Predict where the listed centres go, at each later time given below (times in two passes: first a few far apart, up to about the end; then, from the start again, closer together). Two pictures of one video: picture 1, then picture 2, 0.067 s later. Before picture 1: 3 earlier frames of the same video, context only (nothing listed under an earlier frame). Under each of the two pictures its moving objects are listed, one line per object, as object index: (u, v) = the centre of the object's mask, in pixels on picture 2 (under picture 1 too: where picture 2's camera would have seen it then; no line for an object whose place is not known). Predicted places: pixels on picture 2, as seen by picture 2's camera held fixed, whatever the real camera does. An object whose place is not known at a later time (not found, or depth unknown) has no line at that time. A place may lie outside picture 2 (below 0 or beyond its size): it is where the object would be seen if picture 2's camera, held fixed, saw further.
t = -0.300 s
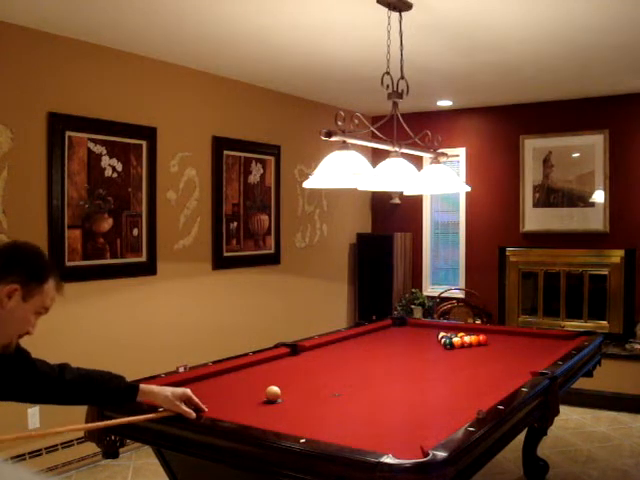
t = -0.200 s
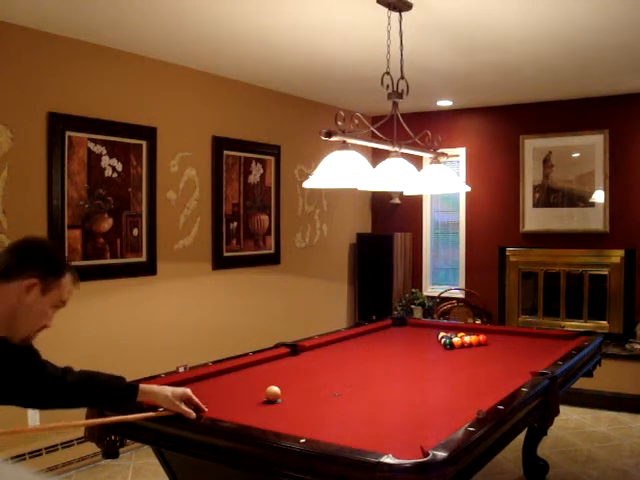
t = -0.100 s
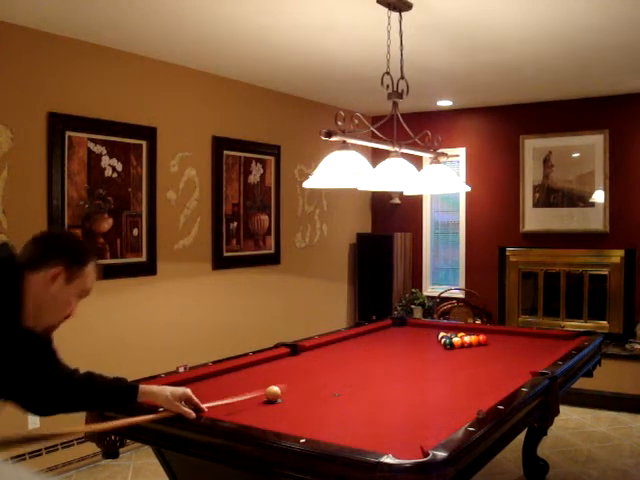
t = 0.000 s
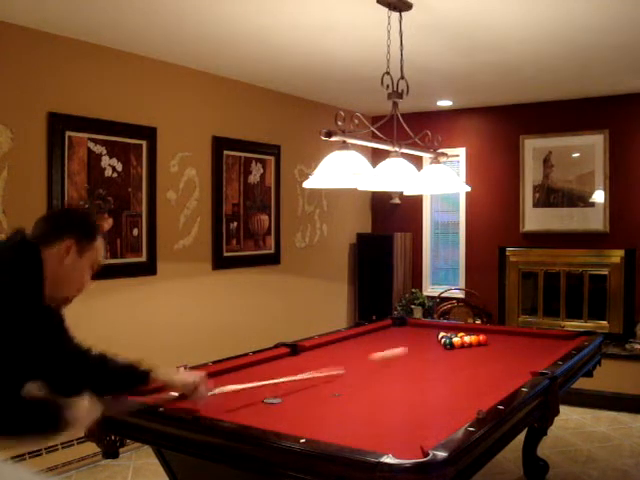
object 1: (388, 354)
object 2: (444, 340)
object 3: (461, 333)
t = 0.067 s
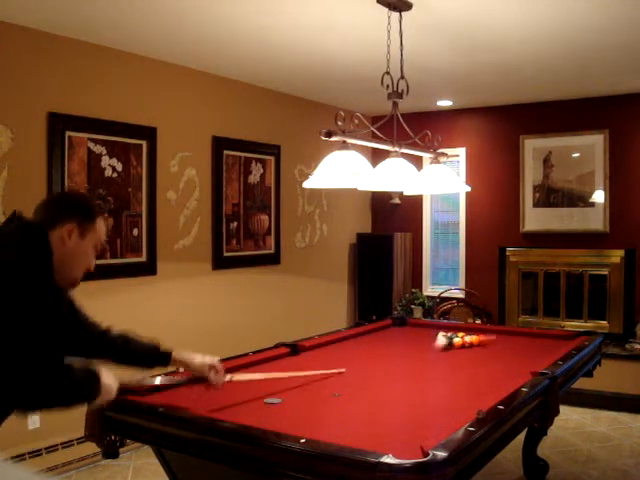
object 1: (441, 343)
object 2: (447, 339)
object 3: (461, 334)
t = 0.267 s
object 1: (427, 331)
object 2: (467, 338)
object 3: (447, 330)
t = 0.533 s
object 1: (414, 345)
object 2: (488, 342)
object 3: (433, 325)
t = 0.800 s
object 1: (422, 341)
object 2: (504, 343)
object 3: (414, 324)
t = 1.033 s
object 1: (436, 335)
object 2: (518, 343)
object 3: (397, 325)
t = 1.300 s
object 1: (450, 330)
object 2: (533, 344)
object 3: (389, 326)
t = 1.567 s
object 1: (455, 328)
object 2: (544, 345)
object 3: (392, 328)
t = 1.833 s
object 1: (451, 331)
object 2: (542, 347)
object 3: (395, 329)
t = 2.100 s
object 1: (447, 334)
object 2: (539, 349)
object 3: (397, 330)
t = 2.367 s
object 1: (442, 338)
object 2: (538, 350)
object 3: (400, 331)
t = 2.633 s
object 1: (438, 341)
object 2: (535, 351)
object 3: (401, 333)
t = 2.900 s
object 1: (434, 345)
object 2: (532, 352)
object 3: (401, 334)
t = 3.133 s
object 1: (430, 349)
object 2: (531, 354)
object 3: (402, 335)
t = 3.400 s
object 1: (426, 352)
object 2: (531, 354)
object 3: (402, 336)
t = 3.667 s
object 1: (420, 353)
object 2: (530, 355)
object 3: (401, 337)
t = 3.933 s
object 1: (415, 359)
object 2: (530, 355)
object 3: (401, 338)
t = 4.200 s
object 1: (411, 362)
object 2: (530, 355)
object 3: (399, 338)
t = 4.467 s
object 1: (406, 365)
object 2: (529, 356)
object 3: (398, 338)
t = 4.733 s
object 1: (403, 367)
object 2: (529, 355)
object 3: (398, 338)
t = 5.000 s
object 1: (399, 369)
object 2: (529, 355)
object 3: (398, 338)
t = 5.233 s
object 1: (395, 372)
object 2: (529, 355)
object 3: (398, 338)
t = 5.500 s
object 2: (529, 356)
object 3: (398, 339)
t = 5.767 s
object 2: (529, 355)
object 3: (398, 339)
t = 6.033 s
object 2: (529, 356)
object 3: (398, 339)
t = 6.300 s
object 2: (529, 356)
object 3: (398, 339)
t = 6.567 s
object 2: (529, 355)
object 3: (398, 339)
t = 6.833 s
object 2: (529, 355)
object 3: (398, 338)
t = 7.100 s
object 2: (530, 355)
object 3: (398, 338)
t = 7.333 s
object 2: (529, 355)
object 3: (398, 338)
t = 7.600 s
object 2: (530, 355)
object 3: (398, 338)
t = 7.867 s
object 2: (529, 355)
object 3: (398, 338)
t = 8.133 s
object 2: (530, 356)
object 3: (398, 338)
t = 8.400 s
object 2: (530, 356)
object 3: (398, 338)
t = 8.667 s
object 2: (530, 355)
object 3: (398, 338)
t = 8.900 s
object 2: (530, 355)
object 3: (398, 338)
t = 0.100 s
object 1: (439, 337)
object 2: (454, 336)
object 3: (464, 338)
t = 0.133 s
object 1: (437, 330)
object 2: (459, 338)
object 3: (454, 332)
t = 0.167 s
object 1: (434, 327)
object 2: (461, 338)
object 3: (453, 333)
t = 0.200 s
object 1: (431, 327)
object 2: (463, 338)
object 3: (451, 332)
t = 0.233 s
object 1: (429, 328)
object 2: (466, 340)
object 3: (450, 332)
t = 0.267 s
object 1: (427, 331)
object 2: (467, 338)
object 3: (447, 330)
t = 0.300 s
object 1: (424, 337)
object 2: (471, 340)
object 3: (445, 330)
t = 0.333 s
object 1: (421, 345)
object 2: (474, 340)
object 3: (443, 329)
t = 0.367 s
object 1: (419, 344)
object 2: (477, 341)
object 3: (441, 328)
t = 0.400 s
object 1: (418, 343)
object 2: (480, 342)
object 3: (440, 328)
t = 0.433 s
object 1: (416, 344)
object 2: (482, 341)
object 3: (438, 327)
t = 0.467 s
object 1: (415, 346)
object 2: (484, 342)
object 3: (436, 326)
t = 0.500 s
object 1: (415, 345)
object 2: (486, 342)
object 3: (434, 326)
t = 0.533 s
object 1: (414, 345)
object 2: (488, 342)
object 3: (433, 325)
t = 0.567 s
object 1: (414, 345)
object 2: (490, 342)
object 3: (431, 324)
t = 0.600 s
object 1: (415, 345)
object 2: (492, 342)
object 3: (428, 324)
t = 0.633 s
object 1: (415, 345)
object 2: (495, 342)
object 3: (426, 324)
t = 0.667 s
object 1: (416, 344)
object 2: (497, 342)
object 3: (424, 324)
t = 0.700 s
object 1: (417, 343)
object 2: (498, 343)
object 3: (421, 324)
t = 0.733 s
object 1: (418, 343)
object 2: (500, 343)
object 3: (419, 324)
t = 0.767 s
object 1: (420, 342)
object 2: (502, 343)
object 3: (416, 324)
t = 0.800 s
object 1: (422, 341)
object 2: (504, 343)
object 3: (414, 324)
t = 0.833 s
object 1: (424, 340)
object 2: (506, 343)
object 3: (412, 324)
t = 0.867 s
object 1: (426, 340)
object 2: (509, 343)
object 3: (409, 324)
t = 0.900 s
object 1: (428, 339)
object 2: (510, 343)
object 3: (407, 325)
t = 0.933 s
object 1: (430, 338)
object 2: (512, 343)
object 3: (405, 325)
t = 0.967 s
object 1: (432, 337)
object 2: (514, 343)
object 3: (401, 324)
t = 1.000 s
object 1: (434, 336)
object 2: (515, 342)
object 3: (399, 324)
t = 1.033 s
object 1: (436, 335)
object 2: (518, 343)
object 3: (397, 325)
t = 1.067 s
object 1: (437, 334)
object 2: (520, 343)
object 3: (395, 325)
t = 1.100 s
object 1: (439, 334)
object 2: (521, 344)
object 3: (393, 325)
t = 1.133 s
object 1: (441, 333)
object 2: (523, 344)
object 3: (390, 325)
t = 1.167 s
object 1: (443, 332)
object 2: (525, 344)
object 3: (388, 325)
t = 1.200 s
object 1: (445, 331)
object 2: (527, 344)
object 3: (388, 325)
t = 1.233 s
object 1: (446, 331)
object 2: (529, 344)
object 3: (388, 326)
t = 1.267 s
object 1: (448, 330)
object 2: (531, 344)
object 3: (389, 326)
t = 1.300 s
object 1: (450, 330)
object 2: (533, 344)
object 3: (389, 326)
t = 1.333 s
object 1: (451, 329)
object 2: (534, 344)
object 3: (389, 326)
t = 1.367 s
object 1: (453, 328)
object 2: (535, 345)
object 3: (390, 327)
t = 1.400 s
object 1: (454, 327)
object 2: (537, 345)
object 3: (390, 327)
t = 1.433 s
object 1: (456, 327)
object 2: (539, 345)
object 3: (391, 327)
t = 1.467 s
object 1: (457, 327)
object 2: (540, 345)
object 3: (391, 327)
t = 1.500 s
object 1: (456, 327)
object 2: (541, 345)
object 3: (391, 327)
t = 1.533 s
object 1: (455, 327)
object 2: (543, 345)
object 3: (392, 327)
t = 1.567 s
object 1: (455, 328)
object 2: (544, 345)
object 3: (392, 328)
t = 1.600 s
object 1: (454, 328)
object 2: (544, 346)
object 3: (392, 328)
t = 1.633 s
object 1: (454, 329)
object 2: (543, 346)
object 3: (393, 328)
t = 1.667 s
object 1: (453, 329)
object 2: (543, 346)
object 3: (393, 328)
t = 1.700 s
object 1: (453, 330)
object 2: (543, 346)
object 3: (394, 328)
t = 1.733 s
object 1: (453, 330)
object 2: (543, 346)
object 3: (394, 329)
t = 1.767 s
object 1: (452, 330)
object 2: (543, 347)
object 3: (394, 329)
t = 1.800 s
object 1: (452, 331)
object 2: (542, 347)
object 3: (395, 329)
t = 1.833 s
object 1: (451, 331)
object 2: (542, 347)
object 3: (395, 329)
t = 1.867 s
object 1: (451, 331)
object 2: (542, 347)
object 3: (395, 329)
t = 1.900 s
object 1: (450, 332)
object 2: (542, 347)
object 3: (396, 329)
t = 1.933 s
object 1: (450, 332)
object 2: (541, 347)
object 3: (396, 330)
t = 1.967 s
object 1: (449, 333)
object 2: (541, 347)
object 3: (396, 330)
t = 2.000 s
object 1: (448, 333)
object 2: (541, 347)
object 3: (397, 330)
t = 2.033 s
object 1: (448, 333)
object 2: (540, 348)
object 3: (397, 330)
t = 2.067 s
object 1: (447, 334)
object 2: (540, 348)
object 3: (397, 330)
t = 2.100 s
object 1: (447, 334)
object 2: (539, 349)
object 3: (397, 330)
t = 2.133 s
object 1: (446, 335)
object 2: (540, 349)
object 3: (398, 331)
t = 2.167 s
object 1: (446, 335)
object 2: (539, 349)
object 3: (398, 331)
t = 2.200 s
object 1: (445, 336)
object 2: (539, 349)
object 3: (398, 331)
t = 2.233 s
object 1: (445, 336)
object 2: (539, 349)
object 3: (398, 331)
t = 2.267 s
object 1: (444, 336)
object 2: (539, 349)
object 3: (399, 331)
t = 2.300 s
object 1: (444, 337)
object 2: (539, 350)
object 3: (399, 331)
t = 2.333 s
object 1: (443, 337)
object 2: (538, 350)
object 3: (400, 331)
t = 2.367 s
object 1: (442, 338)
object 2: (538, 350)
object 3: (400, 331)
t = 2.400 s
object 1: (442, 338)
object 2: (537, 350)
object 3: (400, 331)
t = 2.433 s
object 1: (442, 338)
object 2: (537, 350)
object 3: (400, 331)
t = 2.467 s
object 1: (441, 339)
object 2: (537, 350)
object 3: (400, 332)
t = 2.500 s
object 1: (440, 340)
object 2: (536, 350)
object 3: (400, 332)
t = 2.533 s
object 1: (440, 340)
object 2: (536, 351)
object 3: (401, 332)
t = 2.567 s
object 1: (439, 341)
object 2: (536, 351)
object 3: (401, 332)
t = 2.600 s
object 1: (439, 341)
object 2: (535, 351)
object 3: (401, 333)
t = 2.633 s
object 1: (438, 341)
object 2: (535, 351)
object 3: (401, 333)
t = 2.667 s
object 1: (437, 342)
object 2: (535, 351)
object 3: (401, 333)
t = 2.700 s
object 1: (437, 342)
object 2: (534, 351)
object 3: (401, 333)
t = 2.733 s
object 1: (437, 343)
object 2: (534, 351)
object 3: (401, 333)
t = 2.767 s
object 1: (436, 344)
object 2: (534, 352)
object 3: (401, 334)
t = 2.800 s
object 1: (436, 344)
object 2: (533, 352)
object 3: (401, 334)
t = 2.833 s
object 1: (435, 345)
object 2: (533, 352)
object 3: (401, 334)
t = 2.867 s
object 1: (435, 345)
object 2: (533, 352)
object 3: (401, 334)
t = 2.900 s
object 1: (434, 345)
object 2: (532, 352)
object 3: (401, 334)
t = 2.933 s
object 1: (433, 346)
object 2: (532, 352)
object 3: (402, 335)
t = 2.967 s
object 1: (433, 346)
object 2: (532, 353)
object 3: (402, 335)
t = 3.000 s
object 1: (432, 347)
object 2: (532, 353)
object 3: (402, 335)
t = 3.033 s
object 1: (432, 347)
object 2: (531, 353)
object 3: (402, 335)
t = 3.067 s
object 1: (431, 348)
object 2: (531, 354)
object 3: (402, 335)
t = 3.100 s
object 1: (431, 348)
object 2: (531, 354)
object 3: (402, 335)
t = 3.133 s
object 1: (430, 349)
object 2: (531, 354)
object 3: (402, 335)
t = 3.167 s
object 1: (430, 349)
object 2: (531, 354)
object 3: (402, 335)
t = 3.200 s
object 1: (429, 349)
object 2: (531, 354)
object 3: (402, 336)
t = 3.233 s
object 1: (428, 350)
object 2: (531, 354)
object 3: (402, 336)
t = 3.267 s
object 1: (428, 350)
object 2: (531, 354)
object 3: (402, 336)
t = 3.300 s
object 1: (427, 351)
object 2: (530, 354)
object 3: (402, 336)
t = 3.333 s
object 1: (427, 351)
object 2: (530, 354)
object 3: (402, 336)
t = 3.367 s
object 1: (426, 351)
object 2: (531, 354)
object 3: (402, 336)
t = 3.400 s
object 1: (426, 352)
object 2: (531, 354)
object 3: (402, 336)
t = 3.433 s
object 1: (425, 352)
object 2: (530, 354)
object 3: (402, 336)
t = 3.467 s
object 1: (424, 352)
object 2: (531, 354)
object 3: (402, 336)
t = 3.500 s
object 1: (424, 352)
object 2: (530, 354)
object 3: (402, 336)
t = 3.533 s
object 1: (424, 352)
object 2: (530, 354)
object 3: (401, 337)
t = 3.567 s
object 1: (423, 352)
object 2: (530, 354)
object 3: (401, 337)
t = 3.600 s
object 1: (422, 352)
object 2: (530, 355)
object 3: (401, 337)
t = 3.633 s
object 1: (421, 352)
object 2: (530, 355)
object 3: (401, 337)
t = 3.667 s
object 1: (420, 353)
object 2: (530, 355)
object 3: (401, 337)
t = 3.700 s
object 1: (418, 353)
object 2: (530, 355)
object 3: (401, 337)
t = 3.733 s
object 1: (417, 354)
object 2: (530, 355)
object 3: (401, 337)
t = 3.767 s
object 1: (417, 355)
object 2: (530, 355)
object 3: (401, 337)
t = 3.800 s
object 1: (416, 356)
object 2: (530, 355)
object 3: (401, 338)
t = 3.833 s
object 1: (416, 357)
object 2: (530, 355)
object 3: (401, 338)
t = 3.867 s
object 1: (416, 358)
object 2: (530, 355)
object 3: (401, 338)
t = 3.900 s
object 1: (415, 358)
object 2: (530, 355)
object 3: (401, 338)
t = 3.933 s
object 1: (415, 359)
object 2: (530, 355)
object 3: (401, 338)
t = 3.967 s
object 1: (414, 359)
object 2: (530, 355)
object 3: (400, 338)
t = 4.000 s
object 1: (414, 359)
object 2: (530, 355)
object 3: (400, 338)
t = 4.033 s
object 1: (413, 360)
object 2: (530, 355)
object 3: (400, 338)
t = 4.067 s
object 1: (413, 360)
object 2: (530, 355)
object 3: (400, 338)
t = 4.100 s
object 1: (412, 361)
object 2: (530, 355)
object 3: (400, 338)
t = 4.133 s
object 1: (412, 361)
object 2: (530, 355)
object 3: (400, 338)
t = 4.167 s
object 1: (412, 361)
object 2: (530, 355)
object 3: (400, 338)
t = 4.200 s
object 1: (411, 362)
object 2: (530, 355)
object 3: (399, 338)
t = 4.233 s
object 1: (410, 362)
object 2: (529, 355)
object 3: (399, 338)
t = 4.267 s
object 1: (410, 363)
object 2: (529, 356)
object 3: (399, 338)
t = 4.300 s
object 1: (409, 363)
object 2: (530, 355)
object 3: (399, 338)
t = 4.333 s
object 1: (409, 363)
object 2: (529, 356)
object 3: (399, 338)
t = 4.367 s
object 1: (408, 364)
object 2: (529, 356)
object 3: (398, 338)
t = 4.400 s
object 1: (407, 364)
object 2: (529, 356)
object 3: (398, 338)
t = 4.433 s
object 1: (407, 364)
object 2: (529, 356)
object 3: (398, 338)
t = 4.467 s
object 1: (406, 365)
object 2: (529, 356)
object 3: (398, 338)
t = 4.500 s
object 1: (406, 365)
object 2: (529, 356)
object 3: (398, 338)
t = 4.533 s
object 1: (405, 366)
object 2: (529, 355)
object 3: (398, 338)
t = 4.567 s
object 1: (405, 366)
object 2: (529, 356)
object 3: (398, 338)
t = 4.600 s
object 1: (404, 366)
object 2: (529, 355)
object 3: (398, 338)
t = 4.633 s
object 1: (404, 367)
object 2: (529, 356)
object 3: (398, 338)
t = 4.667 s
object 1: (403, 367)
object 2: (529, 355)
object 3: (398, 338)
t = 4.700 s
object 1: (403, 367)
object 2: (529, 356)
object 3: (398, 338)
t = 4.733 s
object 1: (403, 367)
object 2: (529, 355)
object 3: (398, 338)
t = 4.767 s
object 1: (402, 367)
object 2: (529, 356)
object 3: (398, 338)
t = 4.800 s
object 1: (401, 368)
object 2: (529, 355)
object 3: (398, 338)
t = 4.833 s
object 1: (401, 368)
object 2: (529, 356)
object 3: (398, 338)
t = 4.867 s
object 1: (400, 368)
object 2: (529, 355)
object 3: (398, 338)
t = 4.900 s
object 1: (400, 368)
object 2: (529, 355)
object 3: (398, 338)
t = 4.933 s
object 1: (400, 369)
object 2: (529, 355)
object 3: (398, 338)
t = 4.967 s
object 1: (399, 369)
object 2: (529, 355)
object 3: (398, 338)
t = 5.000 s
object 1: (399, 369)
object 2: (529, 355)
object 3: (398, 338)
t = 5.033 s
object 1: (398, 370)
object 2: (529, 355)
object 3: (398, 338)
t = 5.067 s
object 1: (398, 370)
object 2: (529, 355)
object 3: (398, 338)
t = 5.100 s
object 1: (397, 370)
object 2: (529, 355)
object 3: (398, 338)
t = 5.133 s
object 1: (396, 371)
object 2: (529, 355)
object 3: (398, 338)
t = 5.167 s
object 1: (396, 371)
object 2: (529, 355)
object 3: (398, 338)
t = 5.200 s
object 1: (395, 371)
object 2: (529, 355)
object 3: (398, 338)
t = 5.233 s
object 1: (395, 372)
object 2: (529, 355)
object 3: (398, 338)
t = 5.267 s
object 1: (395, 372)
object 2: (529, 355)
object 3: (398, 338)
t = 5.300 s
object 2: (529, 355)
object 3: (398, 338)
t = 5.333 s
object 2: (529, 355)
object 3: (398, 339)
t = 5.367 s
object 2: (529, 355)
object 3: (398, 338)
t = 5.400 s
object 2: (529, 355)
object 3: (398, 339)
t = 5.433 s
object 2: (529, 355)
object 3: (398, 339)
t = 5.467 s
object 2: (529, 356)
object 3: (398, 339)
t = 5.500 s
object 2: (529, 356)
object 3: (398, 339)
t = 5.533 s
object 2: (529, 355)
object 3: (398, 339)
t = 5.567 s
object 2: (529, 356)
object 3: (398, 339)
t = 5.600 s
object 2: (529, 355)
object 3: (398, 339)
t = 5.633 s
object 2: (529, 355)
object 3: (398, 339)
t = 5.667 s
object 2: (529, 356)
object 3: (398, 339)
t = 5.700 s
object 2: (529, 355)
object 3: (398, 339)
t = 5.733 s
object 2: (529, 355)
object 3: (398, 339)
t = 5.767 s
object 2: (529, 355)
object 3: (398, 339)
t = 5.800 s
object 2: (529, 355)
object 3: (398, 339)
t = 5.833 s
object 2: (529, 355)
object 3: (398, 339)
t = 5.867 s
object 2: (529, 356)
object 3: (398, 339)
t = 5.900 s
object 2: (529, 355)
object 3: (398, 339)
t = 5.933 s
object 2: (529, 356)
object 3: (398, 339)
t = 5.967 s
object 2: (529, 356)
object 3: (398, 339)
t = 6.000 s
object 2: (529, 355)
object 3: (398, 339)
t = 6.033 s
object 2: (529, 356)
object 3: (398, 339)
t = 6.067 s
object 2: (529, 356)
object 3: (398, 339)
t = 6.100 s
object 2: (529, 355)
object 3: (398, 339)
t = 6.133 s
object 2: (529, 355)
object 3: (398, 339)
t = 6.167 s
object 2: (529, 355)
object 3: (398, 339)
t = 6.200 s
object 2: (529, 355)
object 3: (398, 339)
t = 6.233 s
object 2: (529, 356)
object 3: (398, 339)
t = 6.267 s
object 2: (529, 356)
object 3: (398, 339)
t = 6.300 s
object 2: (529, 356)
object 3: (398, 339)
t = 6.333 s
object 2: (529, 356)
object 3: (398, 339)
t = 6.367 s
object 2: (529, 356)
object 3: (398, 339)
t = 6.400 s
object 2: (529, 355)
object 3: (398, 339)
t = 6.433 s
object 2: (529, 355)
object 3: (398, 339)
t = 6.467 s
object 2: (529, 356)
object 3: (398, 339)
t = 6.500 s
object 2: (529, 356)
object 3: (398, 339)
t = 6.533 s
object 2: (529, 355)
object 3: (398, 339)
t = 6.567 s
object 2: (529, 355)
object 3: (398, 339)
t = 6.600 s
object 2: (529, 355)
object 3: (398, 339)
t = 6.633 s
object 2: (529, 355)
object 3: (398, 339)
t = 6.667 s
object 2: (529, 355)
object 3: (398, 338)
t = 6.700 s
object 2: (529, 355)
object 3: (398, 338)
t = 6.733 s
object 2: (529, 355)
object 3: (398, 338)
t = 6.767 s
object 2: (529, 355)
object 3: (398, 338)
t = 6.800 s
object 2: (529, 355)
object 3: (398, 338)
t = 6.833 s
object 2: (529, 355)
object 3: (398, 338)
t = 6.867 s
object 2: (529, 355)
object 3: (398, 338)
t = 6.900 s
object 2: (530, 355)
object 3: (398, 338)
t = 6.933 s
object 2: (530, 355)
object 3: (398, 338)
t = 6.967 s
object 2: (530, 355)
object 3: (398, 338)
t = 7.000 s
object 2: (529, 355)
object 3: (398, 338)
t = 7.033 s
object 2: (529, 355)
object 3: (398, 338)
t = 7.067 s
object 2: (529, 356)
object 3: (398, 338)
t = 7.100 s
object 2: (530, 355)
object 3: (398, 338)
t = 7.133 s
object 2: (529, 355)
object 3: (398, 338)
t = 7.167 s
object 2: (529, 355)
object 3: (398, 338)
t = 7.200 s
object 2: (530, 355)
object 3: (398, 338)
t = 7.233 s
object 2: (529, 355)
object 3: (398, 338)
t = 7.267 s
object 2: (529, 356)
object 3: (398, 338)
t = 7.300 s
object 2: (530, 355)
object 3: (398, 338)
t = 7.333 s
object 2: (529, 355)
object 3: (398, 338)
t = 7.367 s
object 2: (530, 355)
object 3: (398, 338)
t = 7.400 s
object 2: (529, 355)
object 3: (398, 338)
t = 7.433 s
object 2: (529, 356)
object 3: (398, 338)
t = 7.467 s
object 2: (529, 356)
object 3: (398, 338)
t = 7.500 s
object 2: (530, 355)
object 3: (398, 338)
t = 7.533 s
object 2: (530, 355)
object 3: (398, 338)
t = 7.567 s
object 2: (529, 355)
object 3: (398, 338)
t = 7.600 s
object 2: (530, 355)
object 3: (398, 338)
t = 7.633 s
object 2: (530, 355)
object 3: (398, 338)
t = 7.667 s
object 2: (530, 355)
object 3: (398, 338)
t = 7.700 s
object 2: (529, 355)
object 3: (398, 338)
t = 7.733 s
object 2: (529, 355)
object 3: (398, 338)
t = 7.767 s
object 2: (529, 355)
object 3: (398, 338)
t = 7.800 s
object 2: (529, 355)
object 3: (398, 338)
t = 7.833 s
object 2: (530, 355)
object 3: (398, 338)
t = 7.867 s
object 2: (529, 355)
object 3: (398, 338)
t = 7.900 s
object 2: (530, 355)
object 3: (398, 338)
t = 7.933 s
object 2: (530, 355)
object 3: (398, 338)
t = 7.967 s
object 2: (529, 355)
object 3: (398, 338)
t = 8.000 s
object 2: (529, 355)
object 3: (398, 338)
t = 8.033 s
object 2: (530, 355)
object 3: (398, 338)
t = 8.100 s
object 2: (529, 355)
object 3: (398, 338)
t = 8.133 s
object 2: (530, 356)
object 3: (398, 338)
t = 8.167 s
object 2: (529, 356)
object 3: (398, 338)
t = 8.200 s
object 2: (530, 355)
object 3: (398, 338)
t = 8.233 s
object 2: (530, 356)
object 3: (398, 338)
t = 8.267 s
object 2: (530, 356)
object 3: (398, 338)
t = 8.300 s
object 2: (530, 355)
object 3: (398, 338)
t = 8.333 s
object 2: (530, 356)
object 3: (398, 338)
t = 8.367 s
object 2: (530, 355)
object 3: (398, 338)
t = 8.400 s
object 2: (530, 356)
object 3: (398, 338)
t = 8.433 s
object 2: (530, 356)
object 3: (398, 338)
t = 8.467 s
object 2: (530, 355)
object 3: (398, 338)
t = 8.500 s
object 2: (530, 355)
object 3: (398, 338)
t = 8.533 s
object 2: (530, 356)
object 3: (398, 338)
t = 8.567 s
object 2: (530, 356)
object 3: (398, 338)
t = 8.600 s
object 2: (530, 355)
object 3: (398, 338)
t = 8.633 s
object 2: (530, 356)
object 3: (398, 338)
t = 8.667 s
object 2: (530, 355)
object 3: (398, 338)
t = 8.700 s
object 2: (530, 355)
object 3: (398, 338)
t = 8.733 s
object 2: (530, 356)
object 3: (398, 338)
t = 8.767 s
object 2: (530, 356)
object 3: (398, 338)
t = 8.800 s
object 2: (530, 356)
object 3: (398, 338)
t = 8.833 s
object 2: (530, 356)
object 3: (398, 338)
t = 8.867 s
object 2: (530, 356)
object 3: (398, 338)
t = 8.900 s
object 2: (530, 355)
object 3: (398, 338)
